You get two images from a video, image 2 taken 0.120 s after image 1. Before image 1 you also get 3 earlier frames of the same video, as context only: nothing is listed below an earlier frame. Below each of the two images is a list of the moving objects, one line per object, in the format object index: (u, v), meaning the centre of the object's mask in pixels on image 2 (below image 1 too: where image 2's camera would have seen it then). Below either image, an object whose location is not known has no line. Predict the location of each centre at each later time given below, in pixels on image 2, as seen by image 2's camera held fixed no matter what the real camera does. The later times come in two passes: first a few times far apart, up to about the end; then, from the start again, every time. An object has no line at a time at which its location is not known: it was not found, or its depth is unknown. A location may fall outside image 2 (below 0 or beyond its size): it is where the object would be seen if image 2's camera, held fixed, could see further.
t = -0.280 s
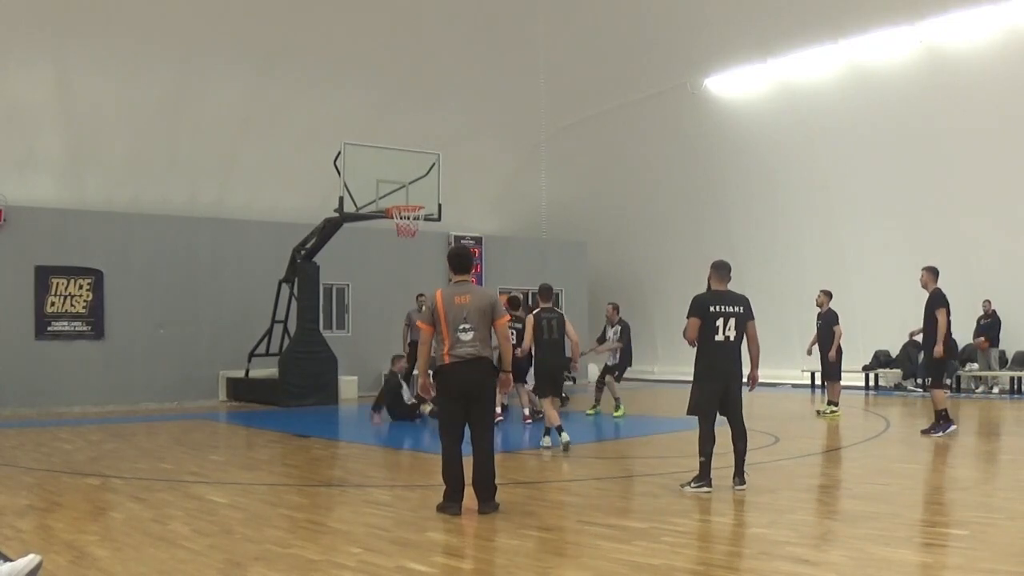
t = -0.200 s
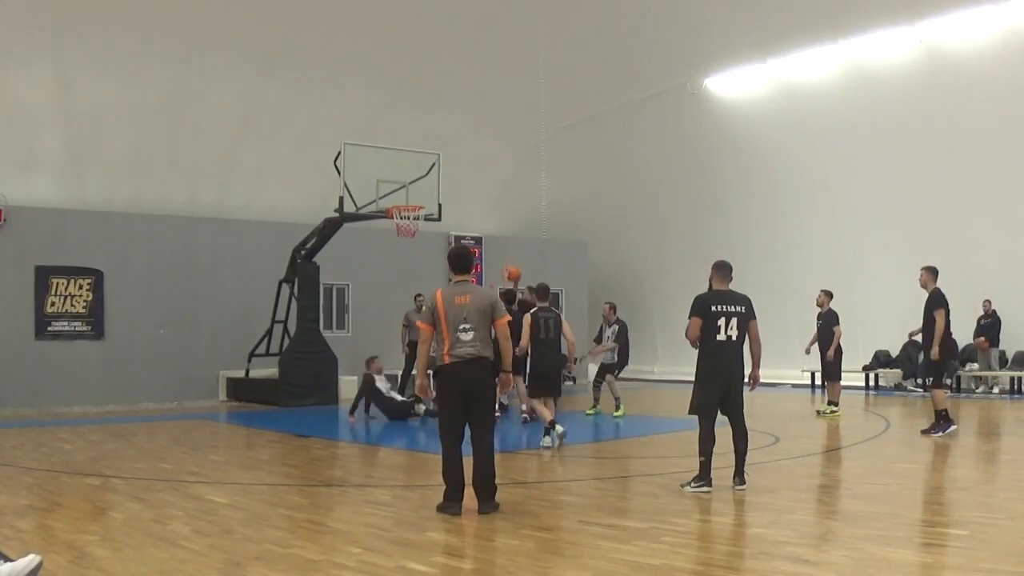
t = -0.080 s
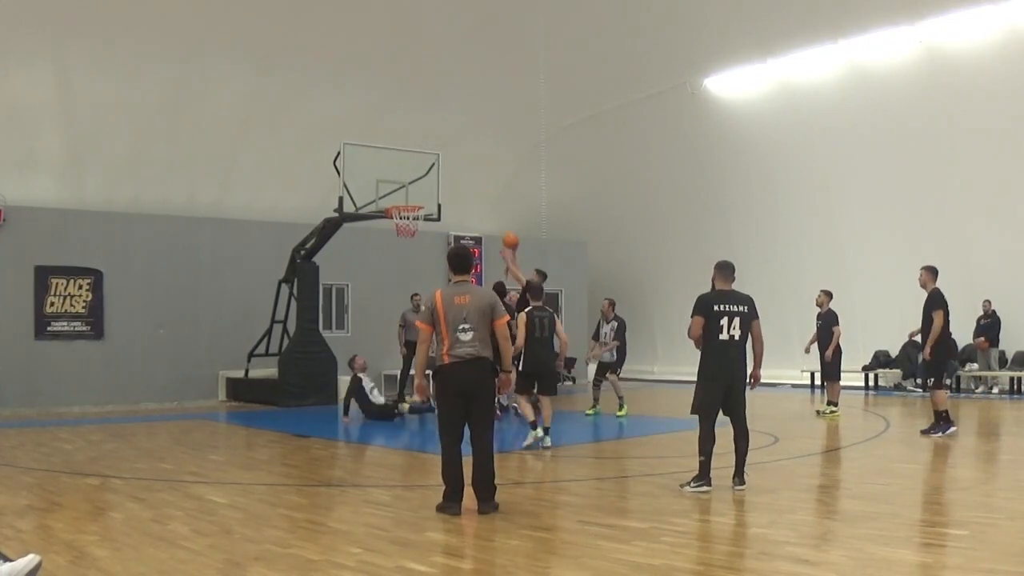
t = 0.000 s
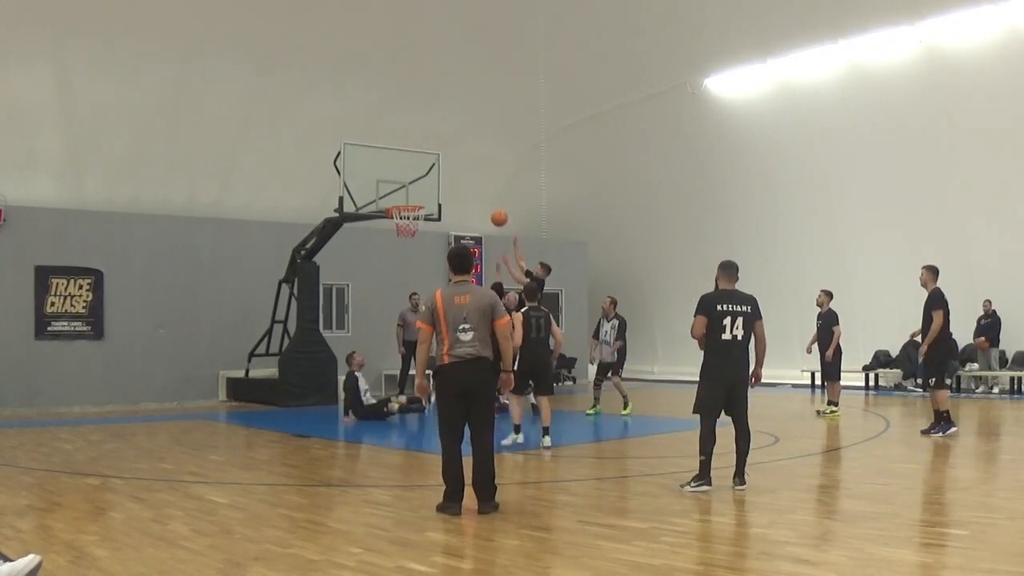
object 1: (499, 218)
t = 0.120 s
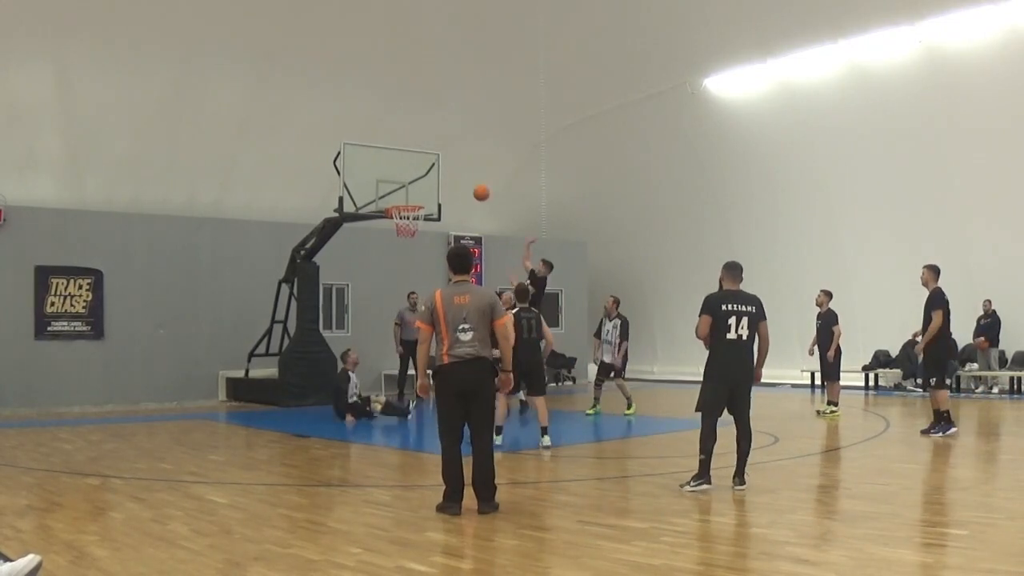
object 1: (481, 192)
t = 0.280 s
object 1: (458, 174)
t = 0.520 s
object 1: (426, 178)
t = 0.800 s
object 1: (407, 189)
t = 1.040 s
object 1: (413, 191)
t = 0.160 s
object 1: (475, 187)
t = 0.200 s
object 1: (469, 181)
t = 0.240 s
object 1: (464, 177)
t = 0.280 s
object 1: (458, 174)
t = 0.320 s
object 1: (452, 172)
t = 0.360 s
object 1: (446, 171)
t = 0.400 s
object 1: (441, 171)
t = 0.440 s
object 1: (435, 173)
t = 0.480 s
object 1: (431, 175)
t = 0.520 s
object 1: (426, 178)
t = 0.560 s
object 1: (420, 183)
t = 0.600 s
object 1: (414, 188)
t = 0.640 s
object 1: (408, 194)
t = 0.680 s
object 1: (404, 201)
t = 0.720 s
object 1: (406, 197)
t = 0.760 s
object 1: (407, 193)
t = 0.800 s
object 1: (407, 189)
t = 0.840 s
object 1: (408, 187)
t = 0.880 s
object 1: (409, 186)
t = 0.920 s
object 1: (410, 186)
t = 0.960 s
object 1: (411, 187)
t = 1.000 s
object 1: (412, 189)
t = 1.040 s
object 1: (413, 191)
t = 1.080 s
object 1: (415, 195)
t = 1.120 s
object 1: (416, 201)
